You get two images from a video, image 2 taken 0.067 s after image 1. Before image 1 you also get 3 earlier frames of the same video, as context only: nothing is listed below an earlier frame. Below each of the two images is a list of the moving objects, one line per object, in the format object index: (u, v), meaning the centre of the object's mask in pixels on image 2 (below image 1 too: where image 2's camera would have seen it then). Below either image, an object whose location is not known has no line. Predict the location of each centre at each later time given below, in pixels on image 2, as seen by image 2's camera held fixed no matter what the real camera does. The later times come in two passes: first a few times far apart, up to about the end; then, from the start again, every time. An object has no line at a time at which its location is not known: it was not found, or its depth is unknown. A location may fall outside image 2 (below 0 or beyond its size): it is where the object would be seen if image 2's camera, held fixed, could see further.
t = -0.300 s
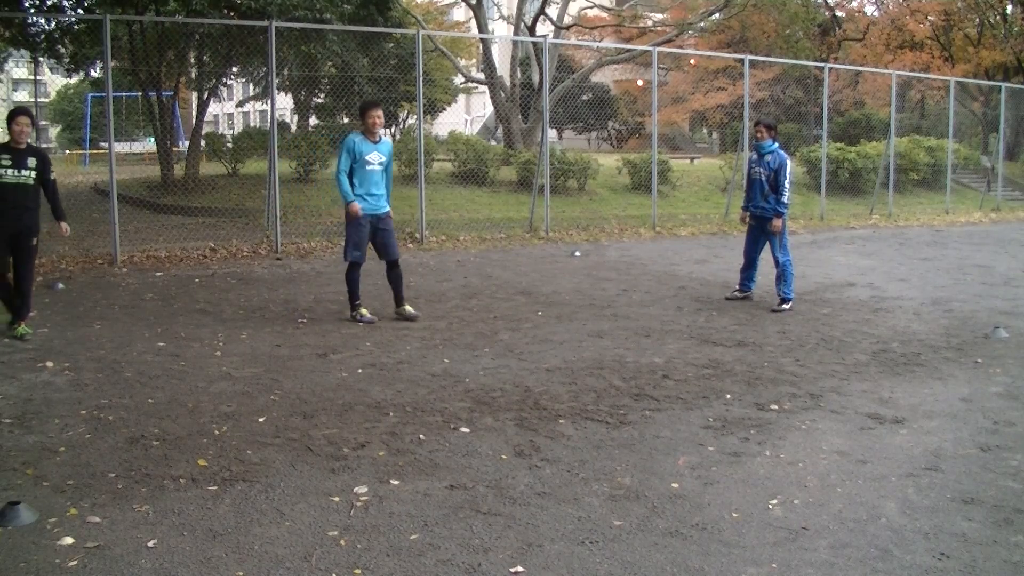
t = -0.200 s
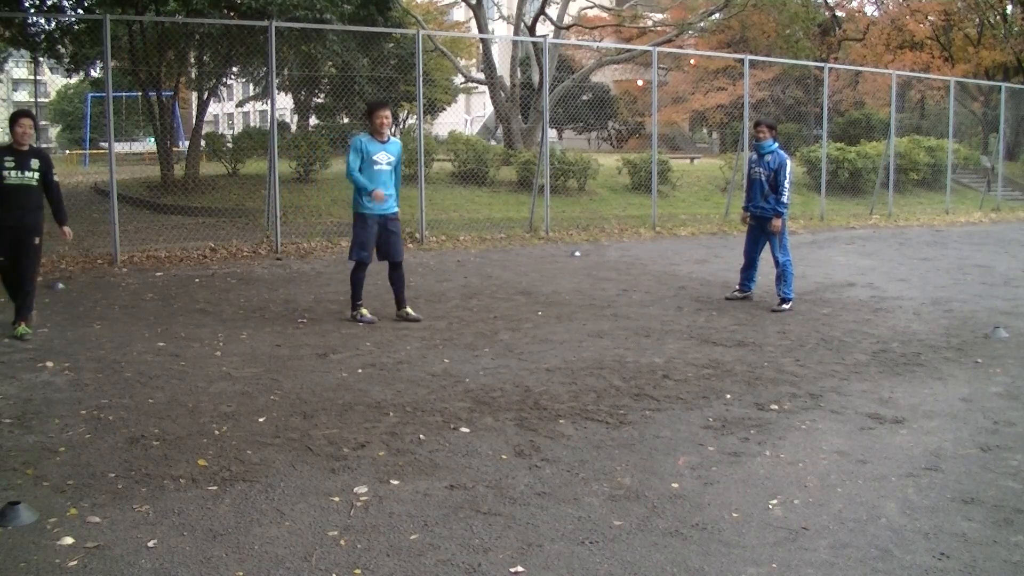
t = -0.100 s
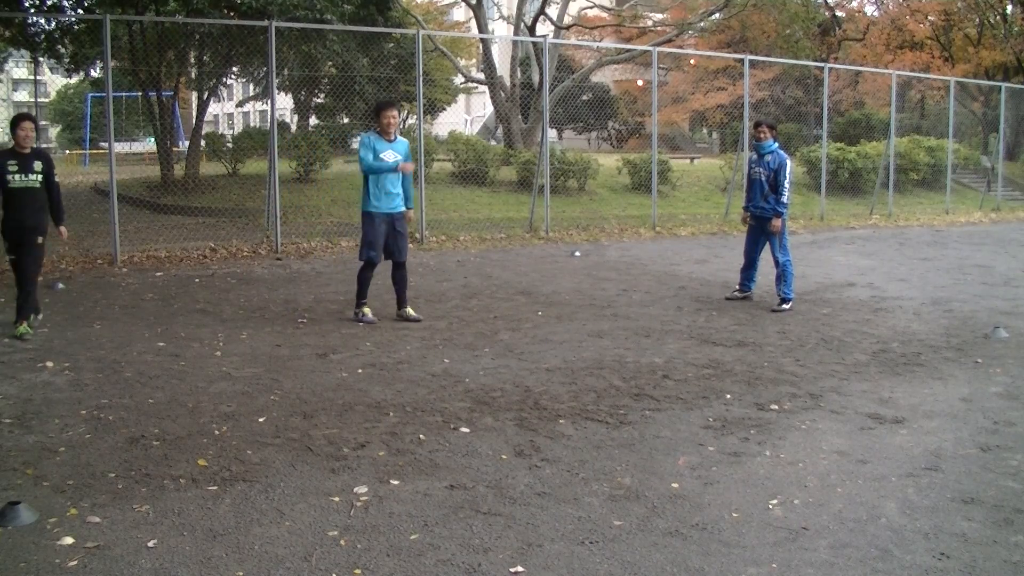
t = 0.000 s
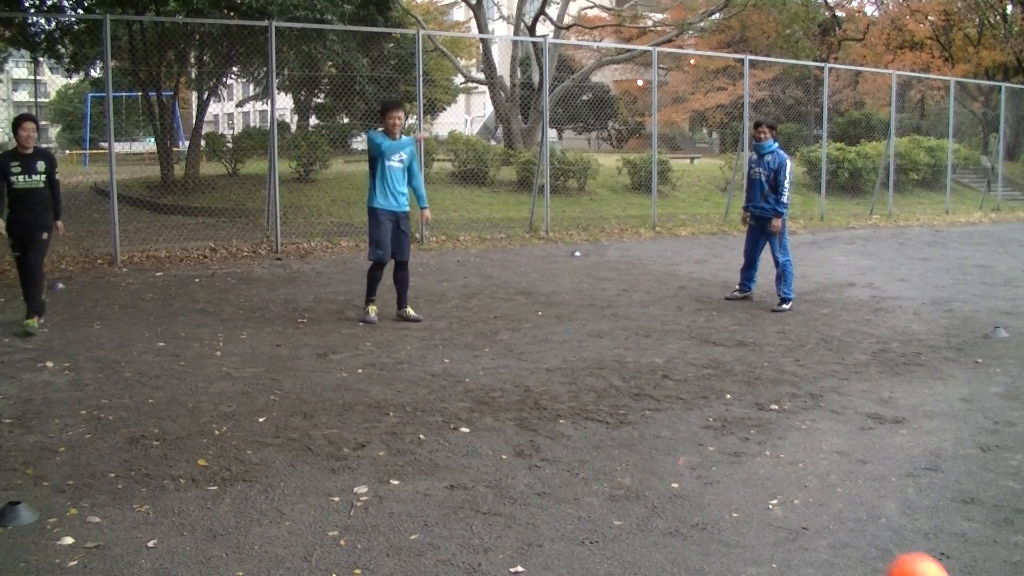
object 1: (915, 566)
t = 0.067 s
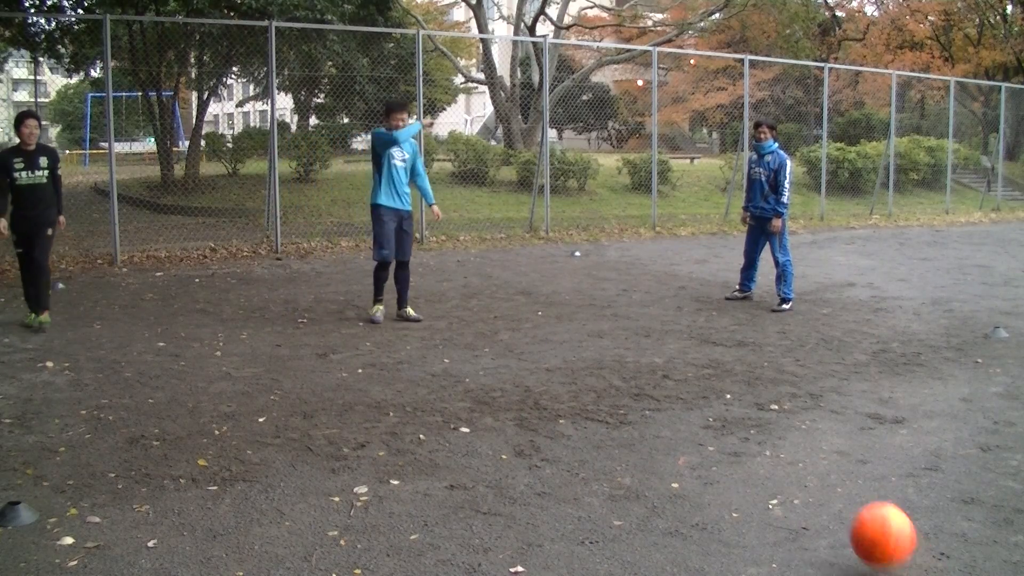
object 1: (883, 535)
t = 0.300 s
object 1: (805, 437)
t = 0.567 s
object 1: (763, 369)
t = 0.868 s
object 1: (740, 323)
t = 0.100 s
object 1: (868, 515)
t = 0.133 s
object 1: (853, 500)
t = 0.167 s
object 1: (840, 490)
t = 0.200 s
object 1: (829, 476)
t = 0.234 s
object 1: (821, 459)
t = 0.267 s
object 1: (813, 447)
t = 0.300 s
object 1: (805, 437)
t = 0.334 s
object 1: (798, 429)
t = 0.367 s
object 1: (792, 417)
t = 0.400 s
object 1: (786, 408)
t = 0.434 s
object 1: (780, 400)
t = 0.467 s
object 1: (775, 390)
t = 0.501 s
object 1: (771, 381)
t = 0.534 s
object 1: (766, 375)
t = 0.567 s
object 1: (763, 369)
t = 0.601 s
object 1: (760, 360)
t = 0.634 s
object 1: (757, 353)
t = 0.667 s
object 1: (754, 349)
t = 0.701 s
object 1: (751, 345)
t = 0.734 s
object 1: (748, 341)
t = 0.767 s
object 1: (746, 334)
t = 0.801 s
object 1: (745, 329)
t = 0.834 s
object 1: (742, 325)
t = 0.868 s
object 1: (740, 323)
